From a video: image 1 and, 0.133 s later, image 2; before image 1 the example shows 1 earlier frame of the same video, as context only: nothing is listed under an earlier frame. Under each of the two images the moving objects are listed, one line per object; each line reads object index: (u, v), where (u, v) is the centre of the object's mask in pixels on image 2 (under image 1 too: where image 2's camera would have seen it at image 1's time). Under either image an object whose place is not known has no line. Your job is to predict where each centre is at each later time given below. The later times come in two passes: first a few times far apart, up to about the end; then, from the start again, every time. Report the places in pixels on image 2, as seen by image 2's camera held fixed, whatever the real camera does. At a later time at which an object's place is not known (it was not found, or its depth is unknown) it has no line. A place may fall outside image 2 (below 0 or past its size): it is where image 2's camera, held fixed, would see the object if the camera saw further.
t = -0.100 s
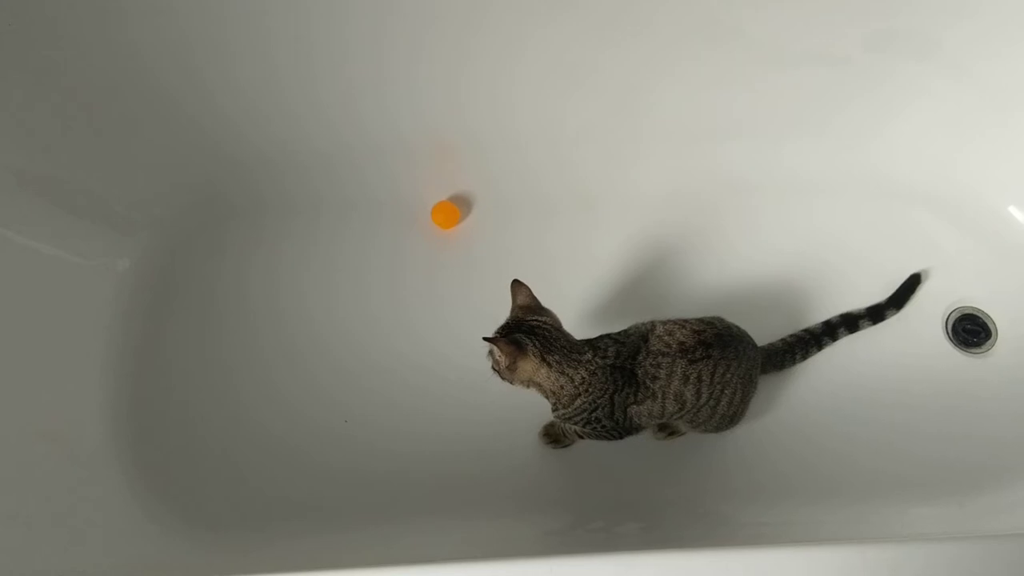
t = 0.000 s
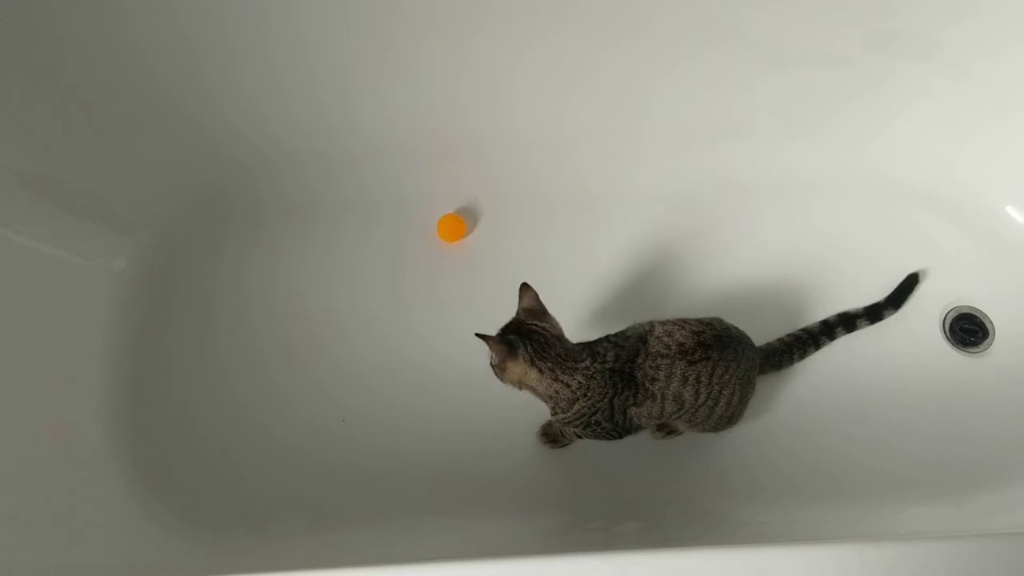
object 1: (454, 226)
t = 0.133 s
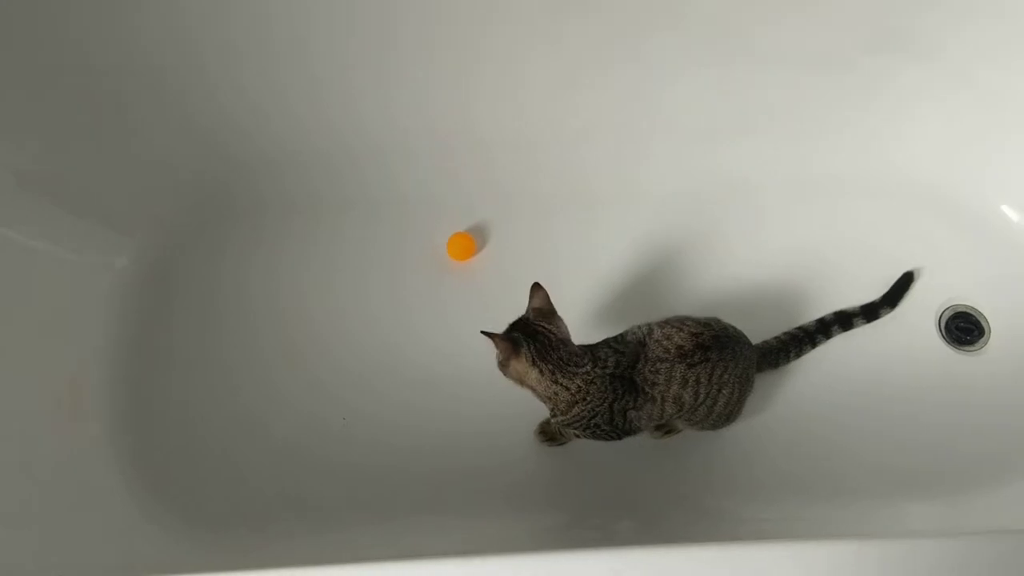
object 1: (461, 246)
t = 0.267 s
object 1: (468, 266)
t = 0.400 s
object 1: (482, 289)
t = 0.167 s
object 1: (458, 249)
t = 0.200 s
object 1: (461, 254)
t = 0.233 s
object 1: (465, 260)
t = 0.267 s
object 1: (468, 266)
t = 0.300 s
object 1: (473, 271)
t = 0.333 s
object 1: (476, 277)
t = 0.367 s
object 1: (479, 283)
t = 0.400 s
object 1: (482, 289)
